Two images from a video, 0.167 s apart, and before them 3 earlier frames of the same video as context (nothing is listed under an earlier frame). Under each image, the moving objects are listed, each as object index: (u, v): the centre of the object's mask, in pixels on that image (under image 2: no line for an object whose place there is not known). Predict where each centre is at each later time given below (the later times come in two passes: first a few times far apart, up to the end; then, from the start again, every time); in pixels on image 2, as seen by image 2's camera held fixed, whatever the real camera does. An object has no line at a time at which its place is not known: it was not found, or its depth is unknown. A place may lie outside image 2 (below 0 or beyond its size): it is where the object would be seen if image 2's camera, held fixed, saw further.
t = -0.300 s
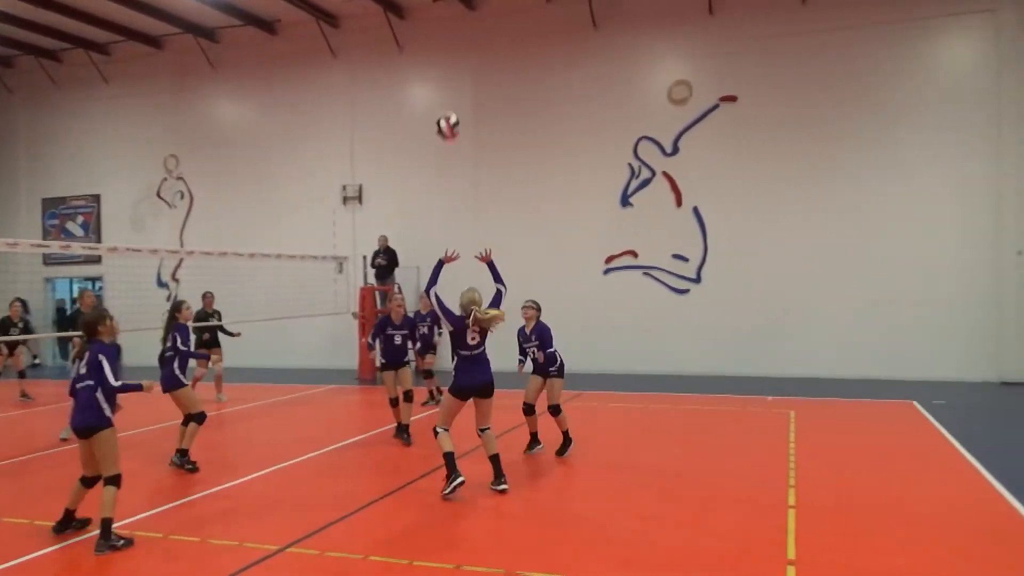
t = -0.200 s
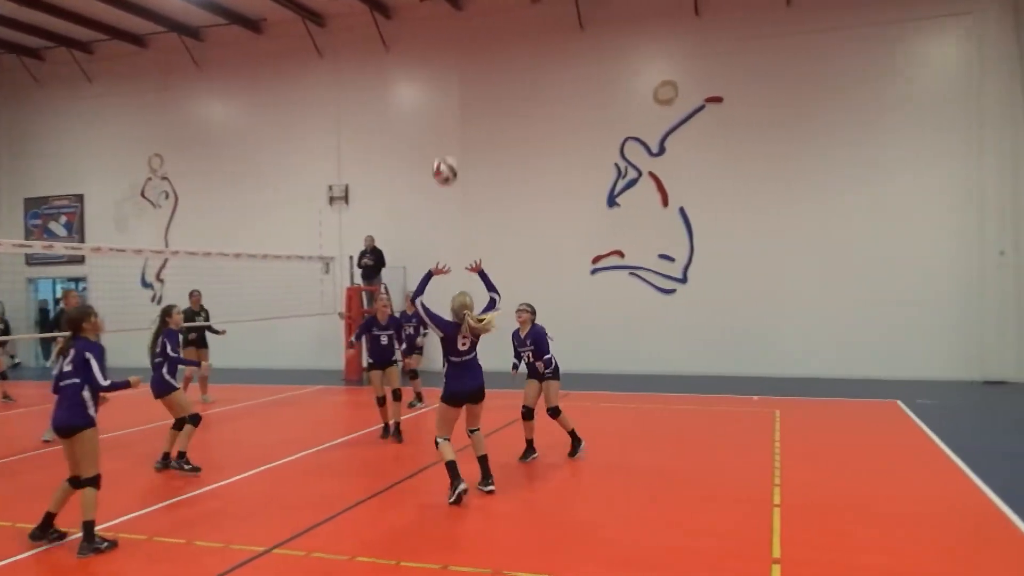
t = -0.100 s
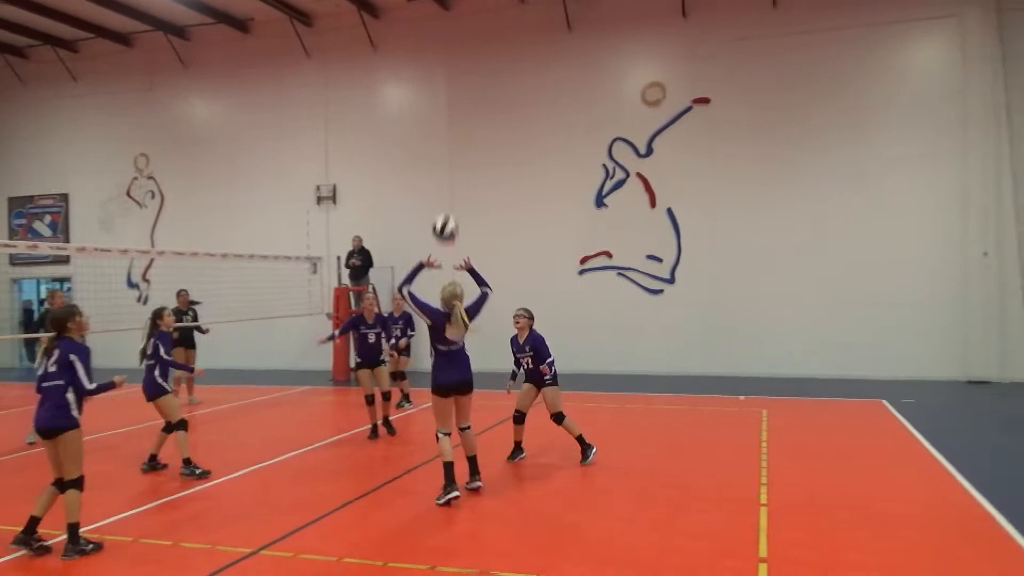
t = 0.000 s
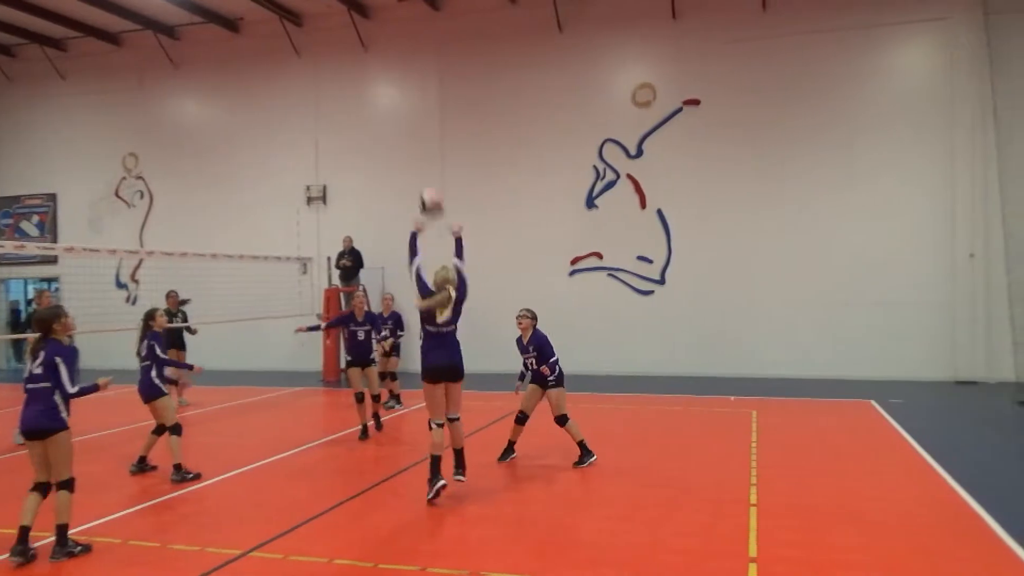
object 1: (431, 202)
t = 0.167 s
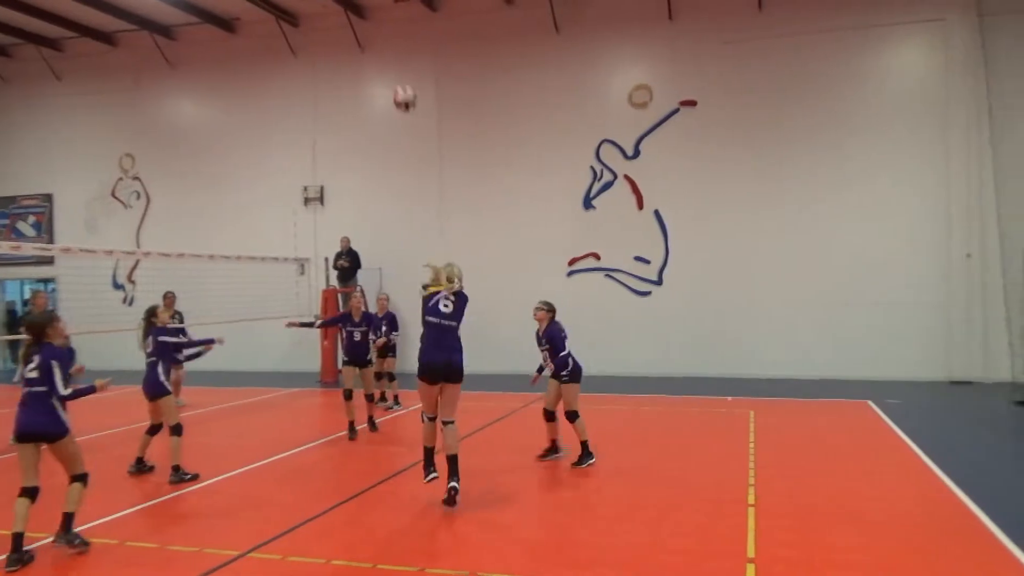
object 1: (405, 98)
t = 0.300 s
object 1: (388, 47)
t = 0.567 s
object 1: (362, 15)
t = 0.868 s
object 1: (343, 56)
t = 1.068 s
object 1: (335, 117)
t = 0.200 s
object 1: (400, 83)
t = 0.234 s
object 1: (396, 70)
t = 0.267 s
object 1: (392, 56)
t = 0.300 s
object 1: (388, 47)
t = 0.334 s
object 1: (384, 38)
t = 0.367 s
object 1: (380, 30)
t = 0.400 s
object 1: (377, 26)
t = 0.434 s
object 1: (374, 22)
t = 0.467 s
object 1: (371, 18)
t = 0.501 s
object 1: (368, 16)
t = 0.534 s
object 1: (365, 15)
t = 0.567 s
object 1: (362, 15)
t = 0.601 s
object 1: (360, 16)
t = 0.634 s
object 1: (357, 17)
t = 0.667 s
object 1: (355, 20)
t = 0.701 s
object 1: (353, 24)
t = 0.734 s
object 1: (352, 28)
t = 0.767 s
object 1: (349, 33)
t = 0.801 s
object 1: (347, 41)
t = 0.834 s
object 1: (345, 48)
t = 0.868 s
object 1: (343, 56)
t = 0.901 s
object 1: (343, 65)
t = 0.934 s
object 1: (340, 74)
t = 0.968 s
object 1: (339, 84)
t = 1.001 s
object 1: (338, 94)
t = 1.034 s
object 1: (336, 106)
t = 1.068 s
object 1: (335, 117)
